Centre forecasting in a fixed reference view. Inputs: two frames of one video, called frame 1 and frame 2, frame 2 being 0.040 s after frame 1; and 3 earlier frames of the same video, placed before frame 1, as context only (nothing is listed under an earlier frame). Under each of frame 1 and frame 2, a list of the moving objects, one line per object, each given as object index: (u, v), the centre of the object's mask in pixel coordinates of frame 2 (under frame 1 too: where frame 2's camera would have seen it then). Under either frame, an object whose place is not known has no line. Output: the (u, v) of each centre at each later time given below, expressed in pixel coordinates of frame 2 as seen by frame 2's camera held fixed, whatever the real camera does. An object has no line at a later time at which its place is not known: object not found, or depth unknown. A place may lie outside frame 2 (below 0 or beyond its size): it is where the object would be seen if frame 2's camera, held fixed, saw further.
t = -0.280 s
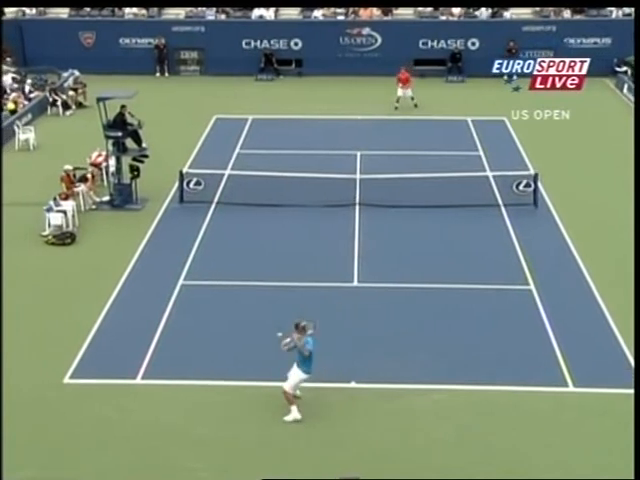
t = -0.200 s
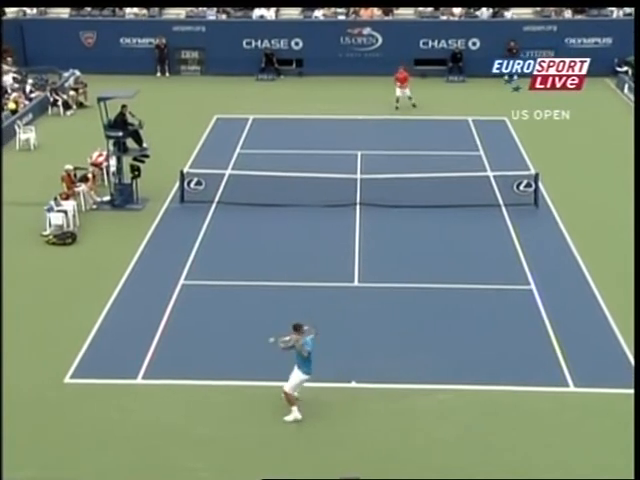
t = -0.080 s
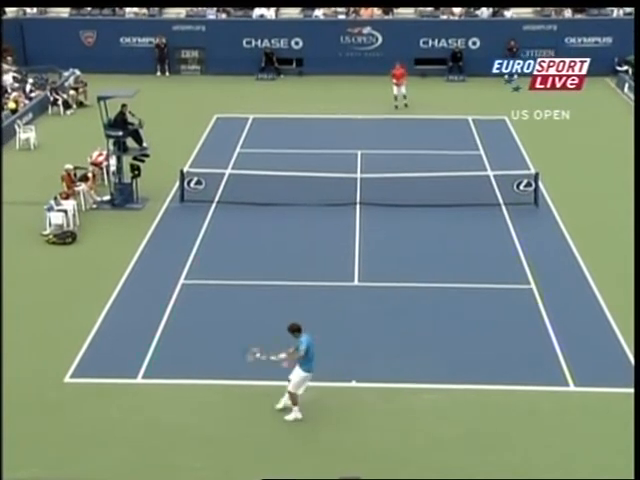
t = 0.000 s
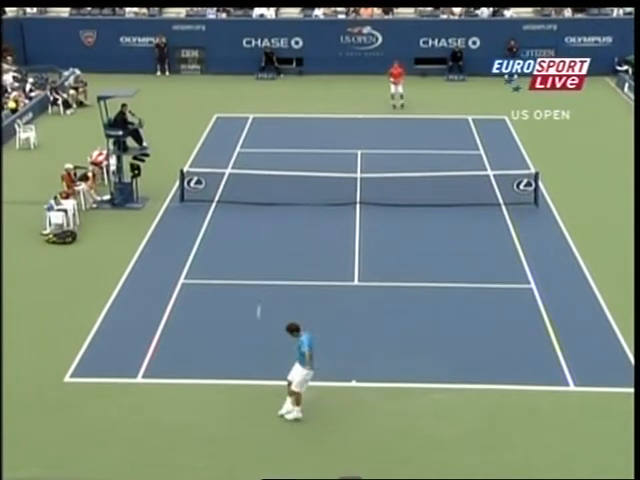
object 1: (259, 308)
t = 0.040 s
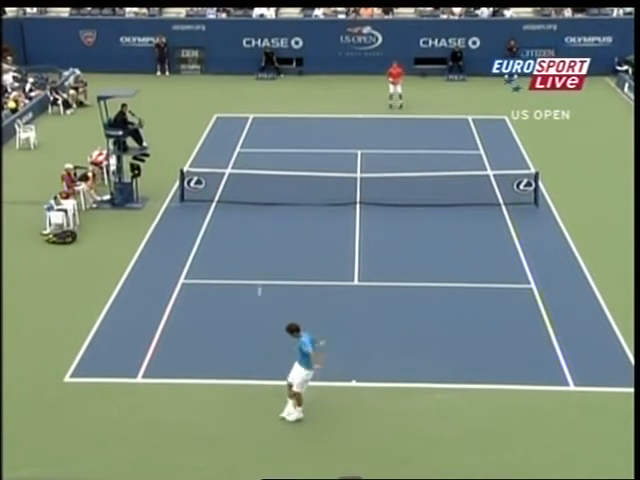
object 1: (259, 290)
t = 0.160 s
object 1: (262, 233)
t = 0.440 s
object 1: (264, 157)
